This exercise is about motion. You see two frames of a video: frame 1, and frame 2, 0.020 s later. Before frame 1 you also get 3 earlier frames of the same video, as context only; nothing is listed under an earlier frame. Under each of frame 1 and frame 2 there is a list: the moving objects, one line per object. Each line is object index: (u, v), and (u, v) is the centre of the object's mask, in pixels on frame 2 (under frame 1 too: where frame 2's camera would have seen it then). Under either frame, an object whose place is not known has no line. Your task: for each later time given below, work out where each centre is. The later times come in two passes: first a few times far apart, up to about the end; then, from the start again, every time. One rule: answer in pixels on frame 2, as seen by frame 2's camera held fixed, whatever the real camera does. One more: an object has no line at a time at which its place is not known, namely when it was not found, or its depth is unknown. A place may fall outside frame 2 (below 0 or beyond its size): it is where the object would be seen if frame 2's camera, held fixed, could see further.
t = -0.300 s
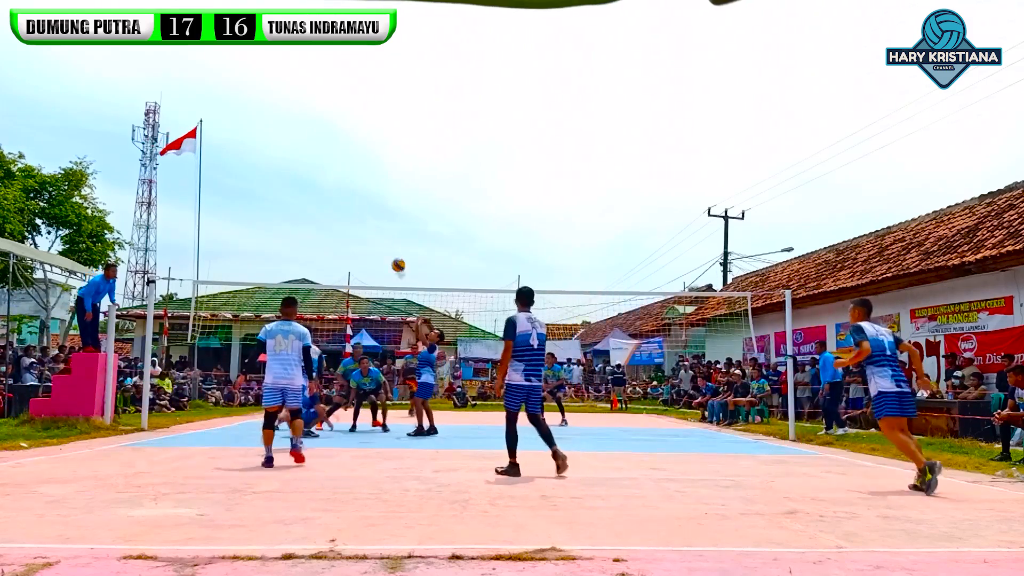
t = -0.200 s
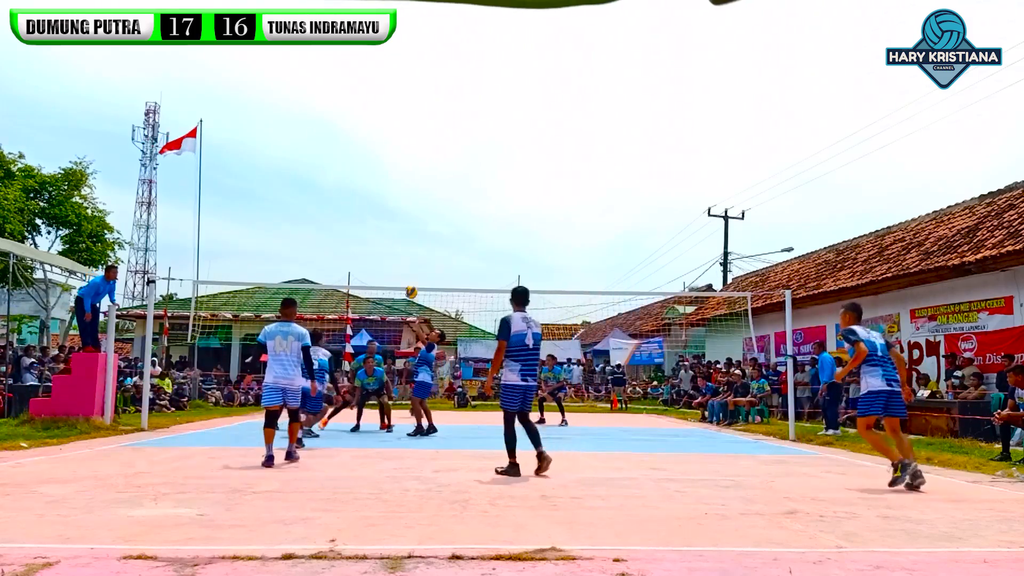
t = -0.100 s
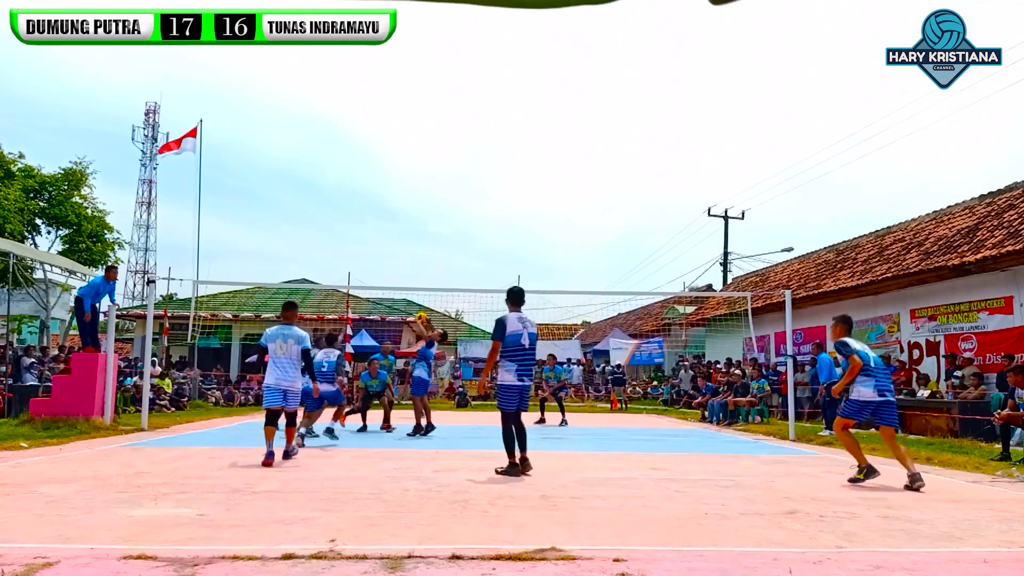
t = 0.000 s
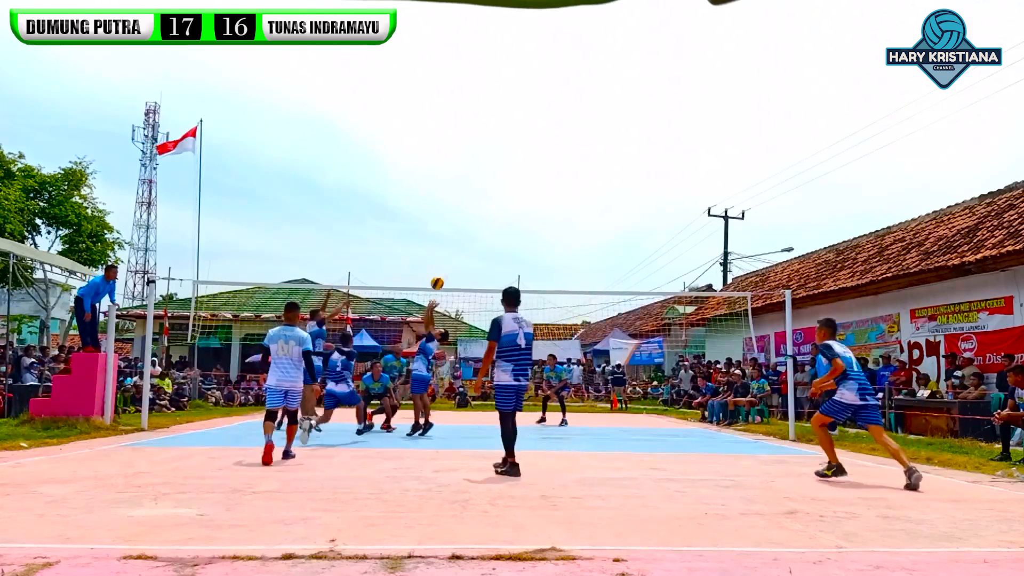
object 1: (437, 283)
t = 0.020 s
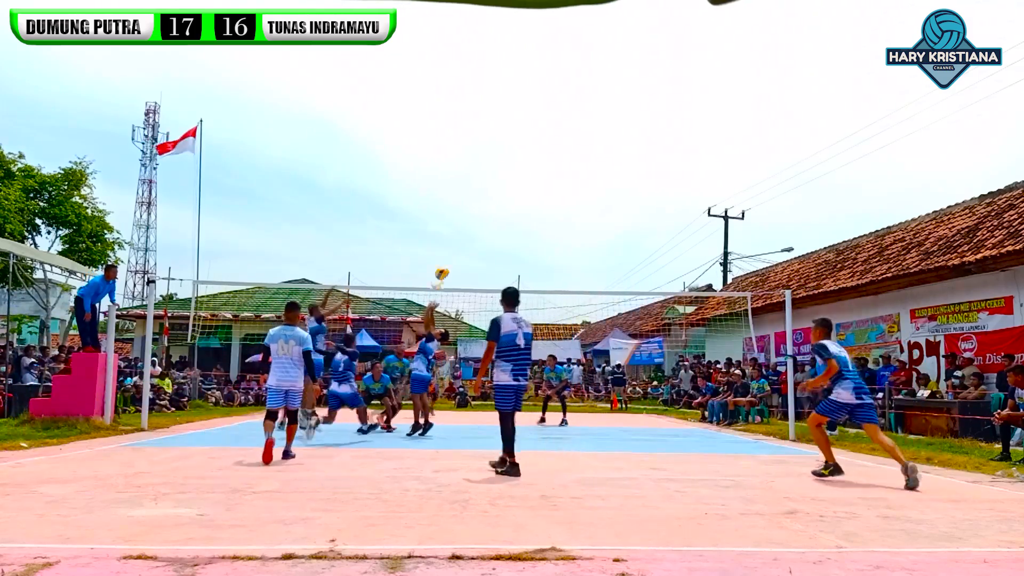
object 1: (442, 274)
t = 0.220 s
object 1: (473, 207)
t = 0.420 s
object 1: (504, 164)
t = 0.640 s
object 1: (537, 144)
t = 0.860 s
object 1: (569, 154)
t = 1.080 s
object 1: (600, 192)
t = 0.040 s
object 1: (444, 267)
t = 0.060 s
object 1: (448, 259)
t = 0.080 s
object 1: (451, 252)
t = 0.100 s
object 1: (454, 244)
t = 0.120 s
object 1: (458, 237)
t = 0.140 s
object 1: (461, 231)
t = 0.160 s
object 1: (464, 224)
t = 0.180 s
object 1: (467, 218)
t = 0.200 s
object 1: (470, 212)
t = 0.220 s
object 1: (473, 207)
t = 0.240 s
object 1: (477, 202)
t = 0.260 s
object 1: (480, 196)
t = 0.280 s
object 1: (483, 192)
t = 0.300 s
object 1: (486, 187)
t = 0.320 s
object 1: (489, 182)
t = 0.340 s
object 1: (492, 178)
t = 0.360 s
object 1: (495, 174)
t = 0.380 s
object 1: (498, 171)
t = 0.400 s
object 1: (501, 167)
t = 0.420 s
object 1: (504, 164)
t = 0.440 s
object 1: (507, 161)
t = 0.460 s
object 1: (510, 158)
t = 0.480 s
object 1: (513, 156)
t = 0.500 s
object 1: (516, 153)
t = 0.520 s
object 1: (519, 152)
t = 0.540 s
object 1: (522, 150)
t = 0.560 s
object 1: (525, 148)
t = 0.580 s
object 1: (528, 147)
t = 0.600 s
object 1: (531, 146)
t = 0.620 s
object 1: (534, 145)
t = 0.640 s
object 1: (537, 144)
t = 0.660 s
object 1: (540, 144)
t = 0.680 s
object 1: (543, 144)
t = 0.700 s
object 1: (546, 144)
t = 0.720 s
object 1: (549, 144)
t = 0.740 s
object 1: (552, 145)
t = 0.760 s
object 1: (554, 146)
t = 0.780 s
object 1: (557, 147)
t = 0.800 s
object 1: (560, 148)
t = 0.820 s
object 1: (563, 150)
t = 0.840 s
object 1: (566, 152)
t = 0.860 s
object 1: (569, 154)
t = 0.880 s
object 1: (572, 156)
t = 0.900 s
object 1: (575, 158)
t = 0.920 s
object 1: (578, 161)
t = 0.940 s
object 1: (580, 164)
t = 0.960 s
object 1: (583, 167)
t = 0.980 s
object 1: (586, 171)
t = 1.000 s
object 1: (589, 175)
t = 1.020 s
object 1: (591, 179)
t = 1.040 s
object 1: (595, 183)
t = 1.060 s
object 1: (597, 187)
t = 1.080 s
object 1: (600, 192)
